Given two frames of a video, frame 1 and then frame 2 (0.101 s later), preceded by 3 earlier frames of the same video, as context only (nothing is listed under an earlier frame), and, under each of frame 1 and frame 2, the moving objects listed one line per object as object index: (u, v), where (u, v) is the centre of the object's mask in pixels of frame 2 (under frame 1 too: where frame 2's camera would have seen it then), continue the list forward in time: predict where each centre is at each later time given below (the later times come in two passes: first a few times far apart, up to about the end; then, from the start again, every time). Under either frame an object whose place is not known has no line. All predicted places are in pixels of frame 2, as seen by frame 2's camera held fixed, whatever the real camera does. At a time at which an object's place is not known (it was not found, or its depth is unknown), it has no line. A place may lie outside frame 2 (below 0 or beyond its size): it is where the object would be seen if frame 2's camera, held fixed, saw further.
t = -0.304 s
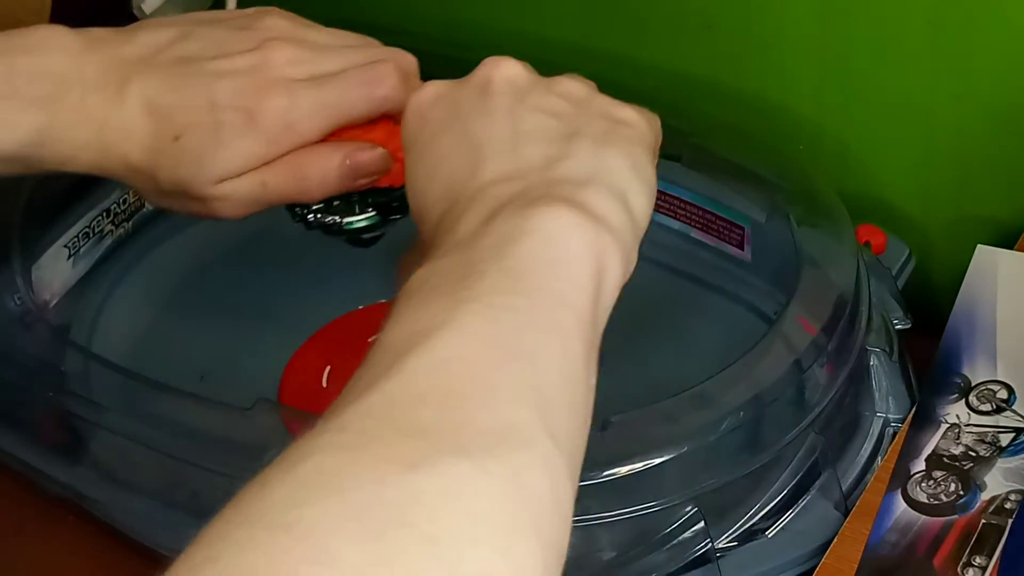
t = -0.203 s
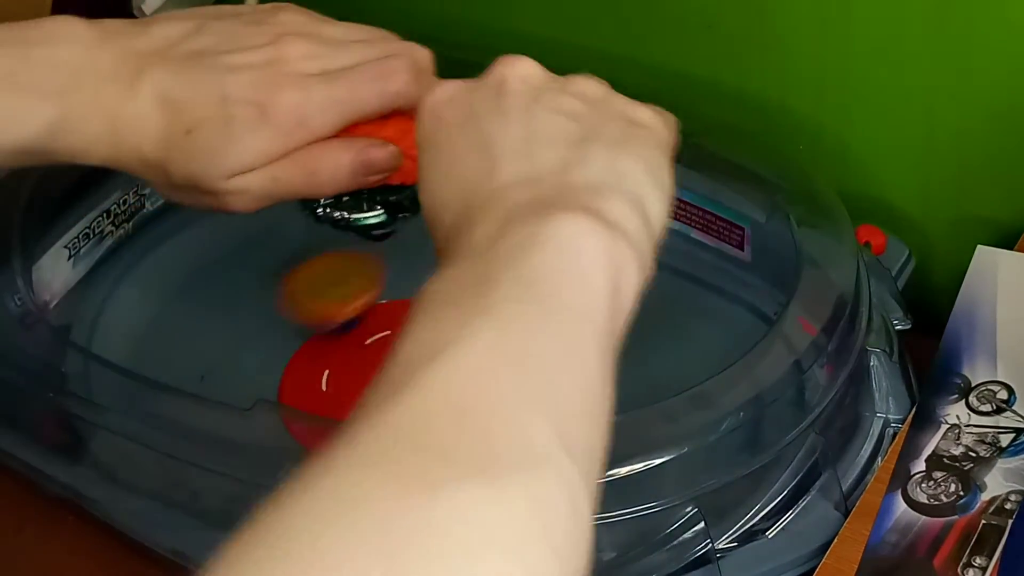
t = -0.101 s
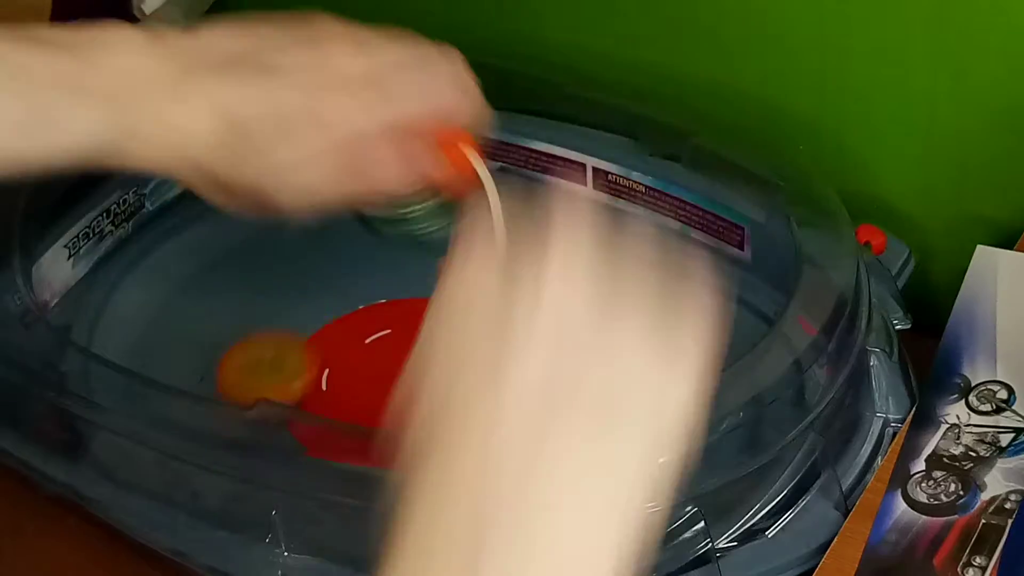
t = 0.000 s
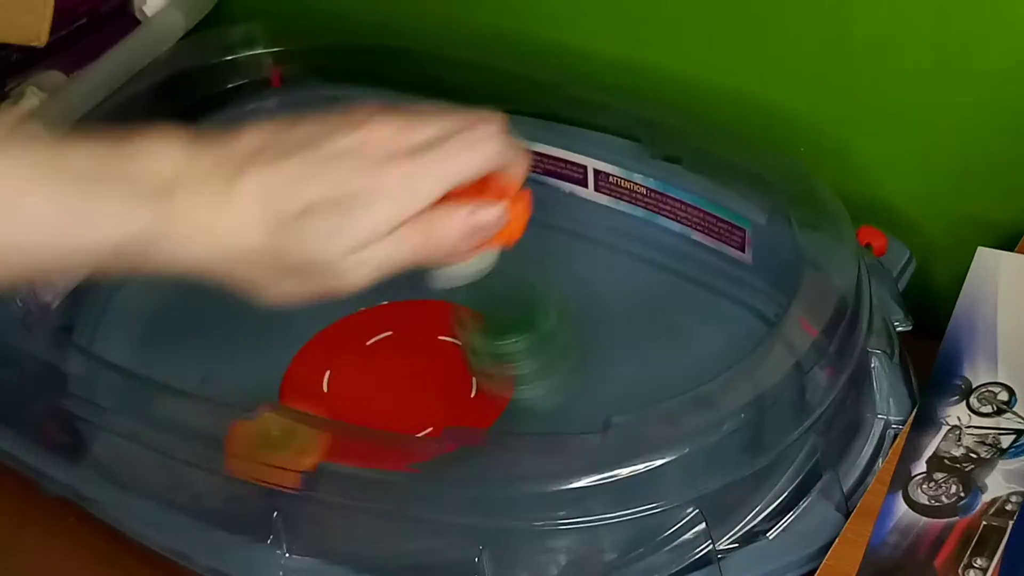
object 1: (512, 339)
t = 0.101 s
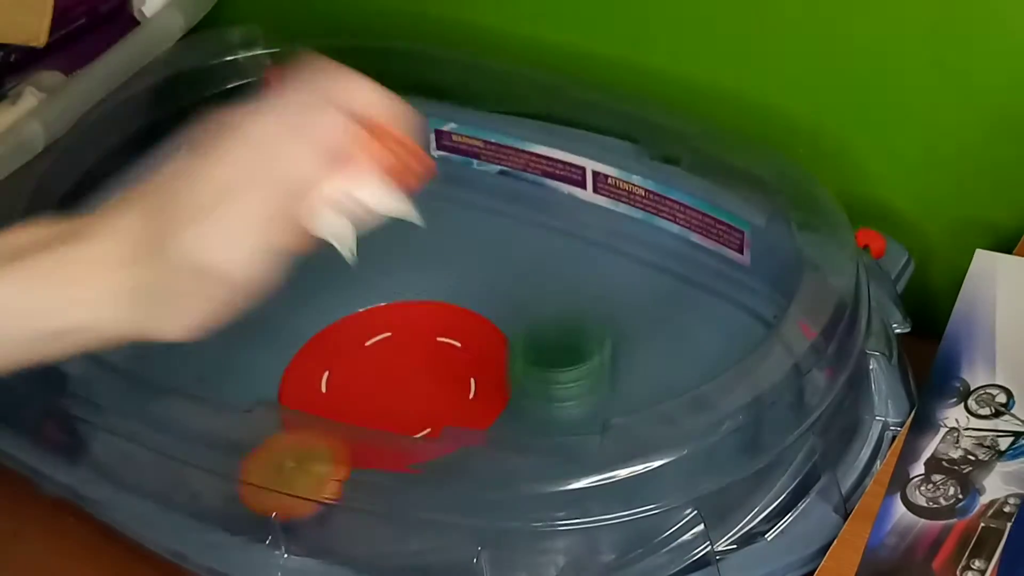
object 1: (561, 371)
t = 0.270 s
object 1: (585, 304)
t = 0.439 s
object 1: (552, 280)
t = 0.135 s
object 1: (560, 318)
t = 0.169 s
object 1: (562, 287)
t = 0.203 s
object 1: (568, 272)
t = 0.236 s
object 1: (575, 277)
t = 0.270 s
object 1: (585, 304)
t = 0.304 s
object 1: (593, 333)
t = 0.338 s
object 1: (584, 306)
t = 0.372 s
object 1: (575, 282)
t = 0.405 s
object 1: (568, 276)
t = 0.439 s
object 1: (552, 280)
